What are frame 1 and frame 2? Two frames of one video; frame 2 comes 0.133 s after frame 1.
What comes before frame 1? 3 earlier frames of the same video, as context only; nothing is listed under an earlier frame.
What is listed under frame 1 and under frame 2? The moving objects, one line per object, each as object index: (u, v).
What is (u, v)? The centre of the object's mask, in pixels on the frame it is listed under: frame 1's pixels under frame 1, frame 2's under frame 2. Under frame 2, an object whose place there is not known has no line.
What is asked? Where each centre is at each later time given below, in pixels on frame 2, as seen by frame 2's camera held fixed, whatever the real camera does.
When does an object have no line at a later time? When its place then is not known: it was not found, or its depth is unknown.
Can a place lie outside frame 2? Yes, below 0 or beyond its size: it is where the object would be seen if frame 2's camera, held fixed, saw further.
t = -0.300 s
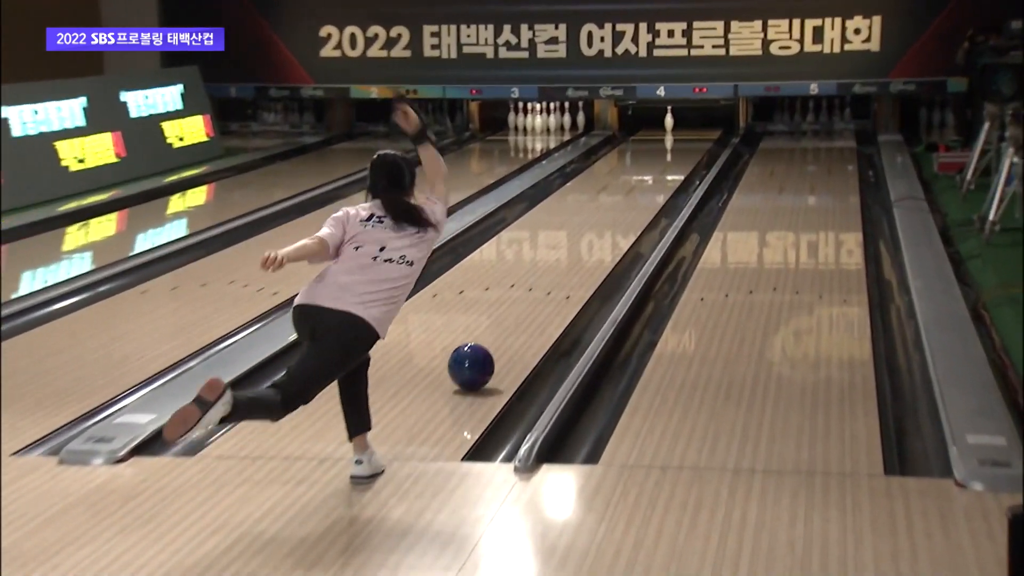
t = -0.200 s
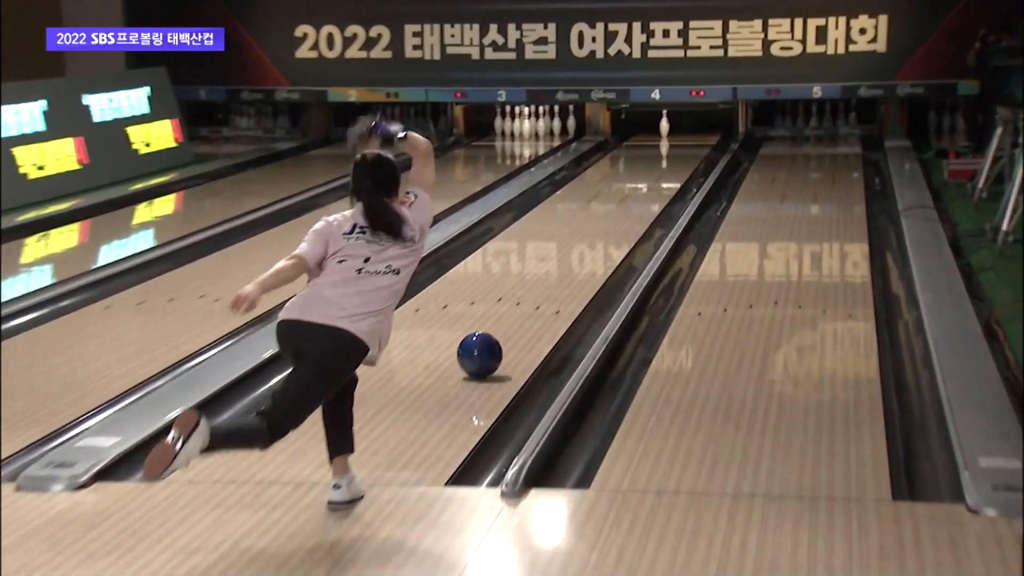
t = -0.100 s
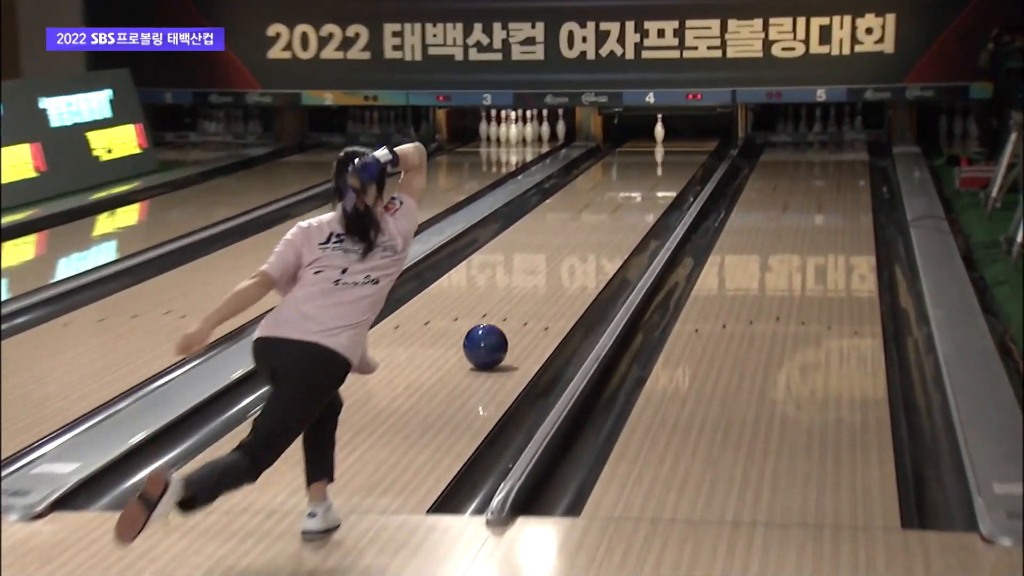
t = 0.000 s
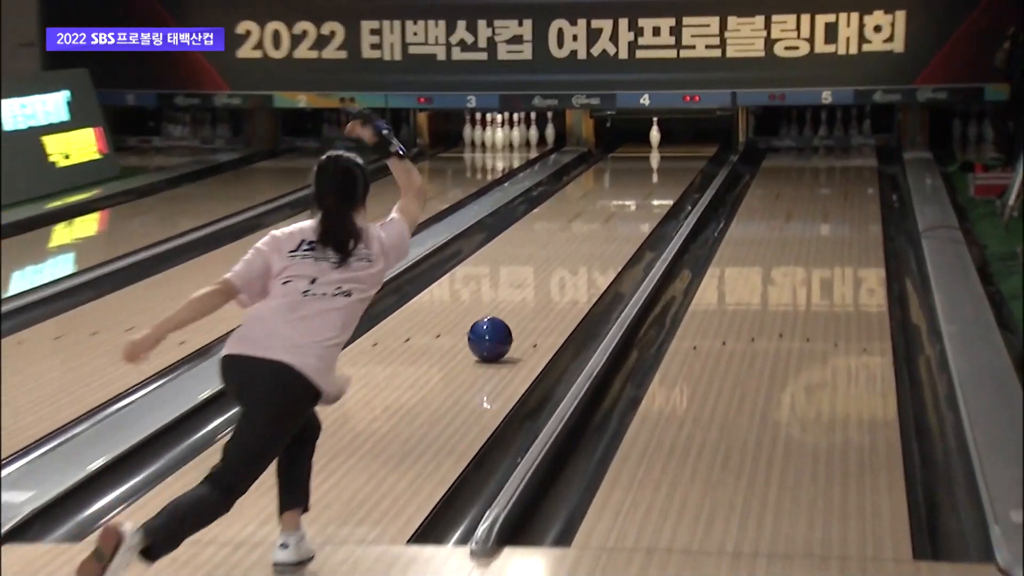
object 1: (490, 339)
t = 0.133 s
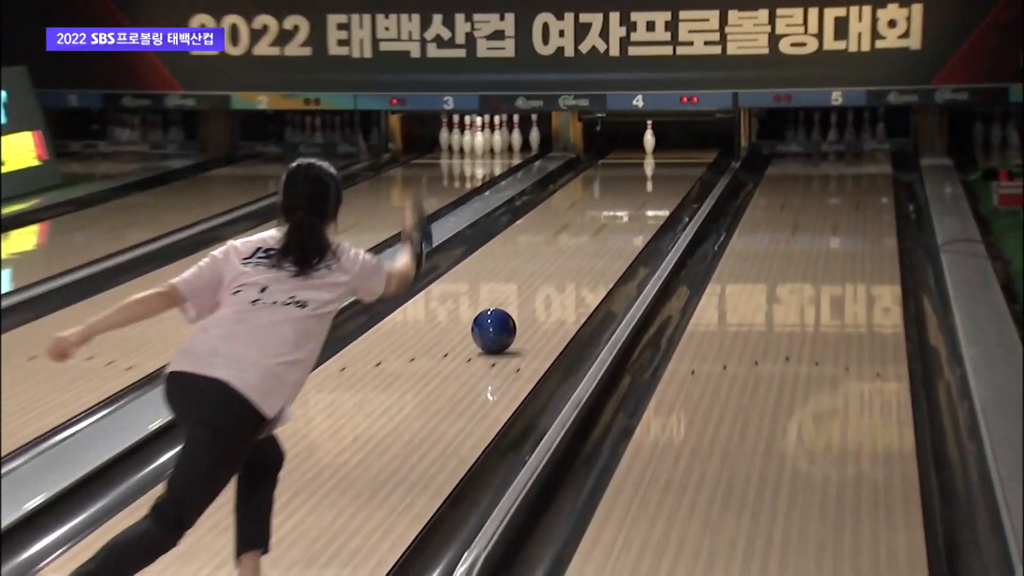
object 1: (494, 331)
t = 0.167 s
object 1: (499, 323)
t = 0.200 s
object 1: (504, 317)
